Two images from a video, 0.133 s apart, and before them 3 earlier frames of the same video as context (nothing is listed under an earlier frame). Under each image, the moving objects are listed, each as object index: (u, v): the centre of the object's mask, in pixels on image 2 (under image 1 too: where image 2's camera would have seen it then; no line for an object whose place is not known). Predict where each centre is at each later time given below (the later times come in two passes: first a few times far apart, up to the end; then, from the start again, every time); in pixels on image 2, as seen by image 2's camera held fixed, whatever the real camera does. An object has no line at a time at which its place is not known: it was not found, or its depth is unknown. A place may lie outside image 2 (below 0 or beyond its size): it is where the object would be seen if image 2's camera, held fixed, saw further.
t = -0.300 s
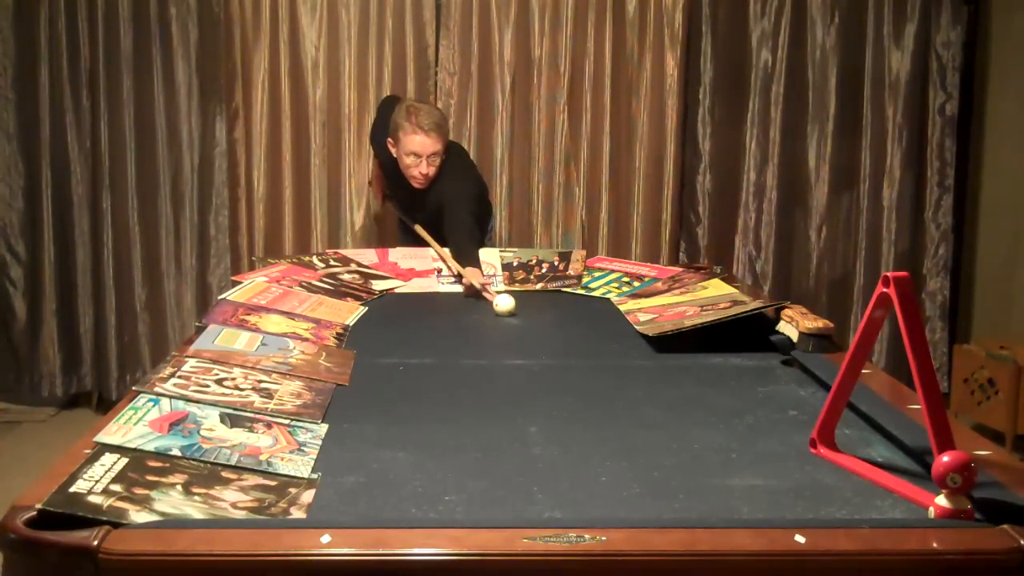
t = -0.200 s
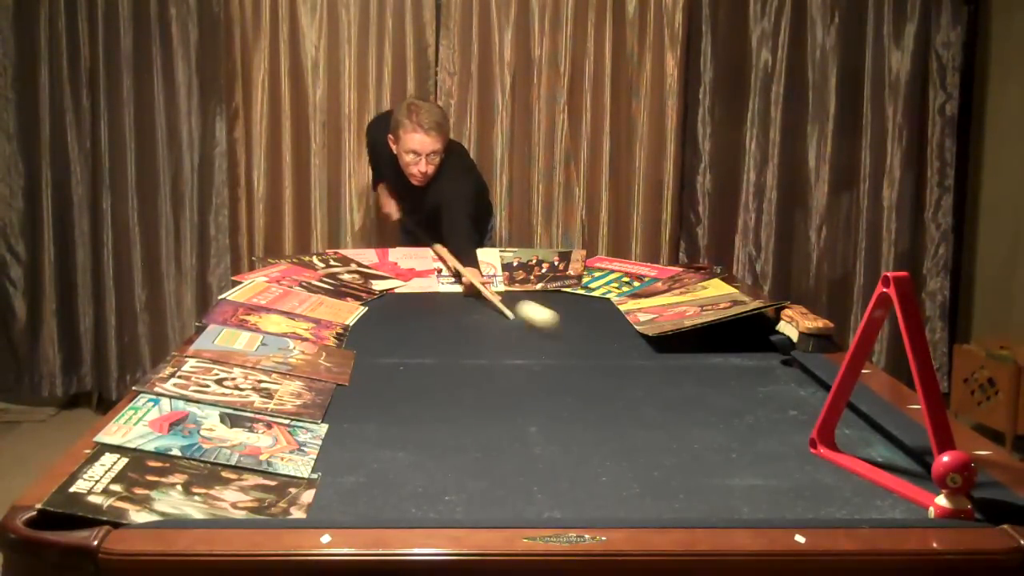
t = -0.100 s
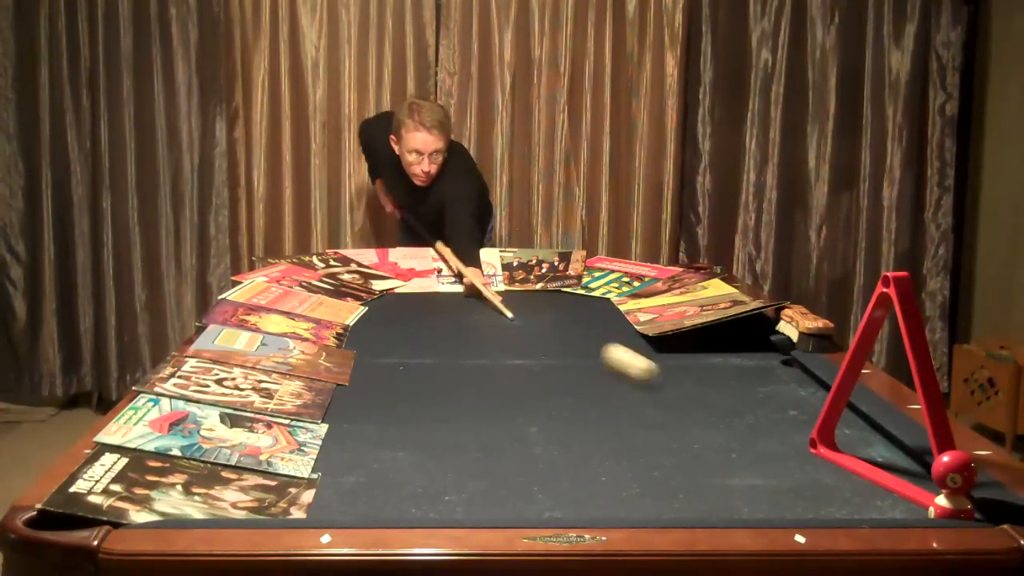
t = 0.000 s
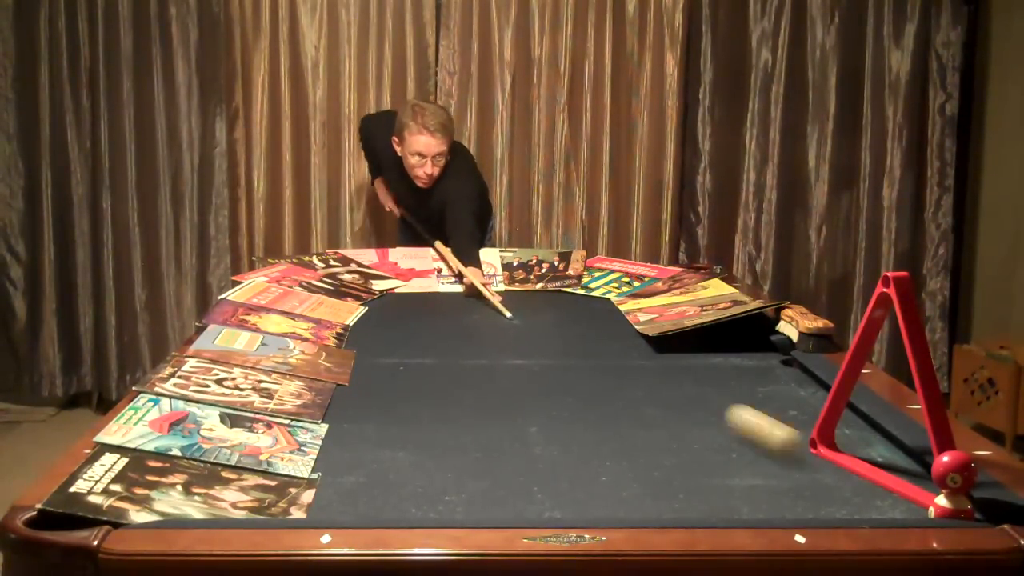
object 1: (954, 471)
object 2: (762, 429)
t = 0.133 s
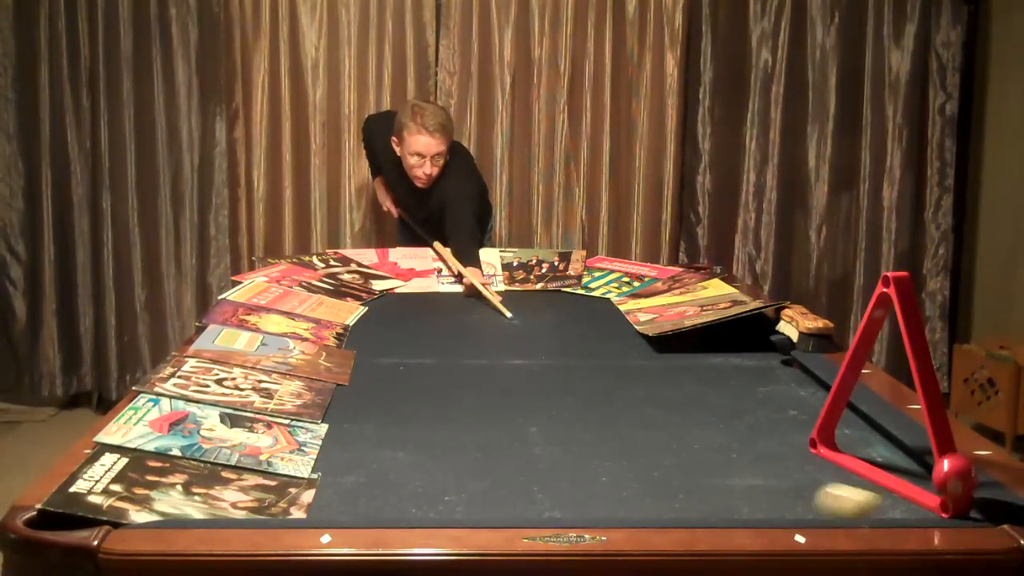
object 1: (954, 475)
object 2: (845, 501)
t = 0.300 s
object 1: (955, 501)
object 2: (696, 462)
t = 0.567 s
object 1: (954, 507)
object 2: (518, 408)
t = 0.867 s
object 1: (954, 507)
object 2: (370, 364)
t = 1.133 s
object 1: (953, 507)
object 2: (296, 320)
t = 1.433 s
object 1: (954, 507)
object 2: (281, 288)
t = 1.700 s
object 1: (954, 507)
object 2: (310, 272)
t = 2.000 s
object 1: (954, 507)
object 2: (379, 255)
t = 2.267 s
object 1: (954, 507)
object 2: (449, 244)
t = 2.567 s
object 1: (954, 507)
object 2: (529, 251)
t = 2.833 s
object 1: (954, 507)
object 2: (601, 267)
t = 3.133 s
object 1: (954, 507)
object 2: (675, 285)
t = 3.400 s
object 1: (954, 507)
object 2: (712, 297)
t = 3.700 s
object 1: (954, 507)
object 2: (708, 310)
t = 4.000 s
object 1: (955, 507)
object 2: (633, 345)
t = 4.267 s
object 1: (955, 507)
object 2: (532, 359)
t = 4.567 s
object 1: (954, 507)
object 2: (408, 375)
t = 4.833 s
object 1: (955, 507)
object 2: (302, 385)
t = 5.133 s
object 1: (954, 507)
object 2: (243, 389)
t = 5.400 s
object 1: (954, 507)
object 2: (248, 409)
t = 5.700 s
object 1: (954, 507)
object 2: (330, 436)
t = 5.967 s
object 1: (954, 507)
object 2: (432, 452)
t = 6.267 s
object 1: (954, 507)
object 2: (554, 470)
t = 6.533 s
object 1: (954, 507)
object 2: (668, 487)
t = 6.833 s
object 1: (954, 507)
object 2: (801, 502)
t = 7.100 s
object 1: (954, 507)
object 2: (899, 507)
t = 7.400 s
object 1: (988, 509)
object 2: (914, 502)
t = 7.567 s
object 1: (1006, 515)
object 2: (917, 500)
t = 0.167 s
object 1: (953, 492)
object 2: (811, 493)
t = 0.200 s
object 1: (954, 503)
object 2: (778, 484)
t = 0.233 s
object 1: (954, 500)
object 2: (748, 477)
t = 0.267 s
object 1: (954, 499)
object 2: (720, 469)
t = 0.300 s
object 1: (955, 501)
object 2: (696, 462)
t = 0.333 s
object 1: (955, 505)
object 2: (669, 453)
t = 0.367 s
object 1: (955, 504)
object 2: (645, 445)
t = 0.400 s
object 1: (955, 505)
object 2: (622, 438)
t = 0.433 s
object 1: (955, 506)
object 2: (599, 432)
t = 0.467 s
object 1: (954, 507)
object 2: (578, 425)
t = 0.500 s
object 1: (954, 507)
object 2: (556, 419)
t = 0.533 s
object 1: (954, 507)
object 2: (537, 413)
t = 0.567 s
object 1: (954, 507)
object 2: (518, 408)
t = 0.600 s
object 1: (954, 507)
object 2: (498, 402)
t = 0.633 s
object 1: (954, 507)
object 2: (481, 397)
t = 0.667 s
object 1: (954, 507)
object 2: (464, 391)
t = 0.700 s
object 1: (954, 507)
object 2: (447, 386)
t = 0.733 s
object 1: (954, 507)
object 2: (430, 381)
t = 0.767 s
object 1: (954, 507)
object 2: (414, 377)
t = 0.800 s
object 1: (954, 507)
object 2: (400, 373)
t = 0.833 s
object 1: (954, 507)
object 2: (385, 367)
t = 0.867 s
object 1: (954, 507)
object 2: (370, 364)
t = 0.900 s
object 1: (954, 507)
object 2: (357, 359)
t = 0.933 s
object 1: (954, 507)
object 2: (345, 351)
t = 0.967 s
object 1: (954, 507)
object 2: (336, 345)
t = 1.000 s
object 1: (954, 507)
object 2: (326, 340)
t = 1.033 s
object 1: (954, 507)
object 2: (318, 335)
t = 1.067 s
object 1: (954, 507)
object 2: (310, 331)
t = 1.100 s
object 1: (953, 507)
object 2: (302, 326)
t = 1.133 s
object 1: (953, 507)
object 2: (296, 320)
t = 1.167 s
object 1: (954, 507)
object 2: (292, 316)
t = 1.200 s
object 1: (954, 507)
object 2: (288, 313)
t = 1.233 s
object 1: (954, 507)
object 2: (284, 308)
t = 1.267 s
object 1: (953, 507)
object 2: (282, 304)
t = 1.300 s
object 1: (954, 507)
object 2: (280, 299)
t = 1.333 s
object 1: (954, 507)
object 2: (280, 296)
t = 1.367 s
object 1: (954, 507)
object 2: (279, 293)
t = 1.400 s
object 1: (954, 507)
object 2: (279, 291)
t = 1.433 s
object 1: (954, 507)
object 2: (281, 288)
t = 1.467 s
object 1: (954, 507)
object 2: (282, 286)
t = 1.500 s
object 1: (953, 507)
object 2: (284, 284)
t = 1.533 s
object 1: (954, 507)
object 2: (287, 281)
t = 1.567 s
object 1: (954, 507)
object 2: (290, 278)
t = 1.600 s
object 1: (954, 507)
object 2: (294, 277)
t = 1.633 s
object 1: (954, 507)
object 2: (299, 276)
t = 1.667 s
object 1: (954, 507)
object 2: (304, 273)
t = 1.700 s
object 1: (954, 507)
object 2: (310, 272)
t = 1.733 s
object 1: (954, 507)
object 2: (316, 270)
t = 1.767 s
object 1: (954, 507)
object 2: (322, 268)
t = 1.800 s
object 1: (954, 507)
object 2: (329, 266)
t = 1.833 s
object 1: (954, 507)
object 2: (337, 265)
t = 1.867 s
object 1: (954, 507)
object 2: (346, 264)
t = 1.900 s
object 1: (954, 507)
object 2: (352, 262)
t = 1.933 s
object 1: (954, 507)
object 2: (362, 259)
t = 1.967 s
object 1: (954, 507)
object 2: (370, 258)
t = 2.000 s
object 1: (954, 507)
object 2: (379, 255)
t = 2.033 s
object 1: (954, 507)
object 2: (388, 253)
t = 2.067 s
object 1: (954, 507)
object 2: (397, 250)
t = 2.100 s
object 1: (954, 507)
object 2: (407, 248)
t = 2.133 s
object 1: (954, 507)
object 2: (416, 246)
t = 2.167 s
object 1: (954, 507)
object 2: (424, 245)
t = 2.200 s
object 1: (954, 507)
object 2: (433, 245)
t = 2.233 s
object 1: (954, 507)
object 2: (441, 245)
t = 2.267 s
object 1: (954, 507)
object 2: (449, 244)
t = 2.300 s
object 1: (954, 507)
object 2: (459, 243)
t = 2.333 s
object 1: (954, 507)
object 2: (467, 244)
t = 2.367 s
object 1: (954, 507)
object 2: (476, 243)
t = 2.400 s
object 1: (954, 507)
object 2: (485, 244)
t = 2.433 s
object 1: (954, 507)
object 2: (494, 245)
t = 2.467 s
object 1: (954, 507)
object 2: (502, 245)
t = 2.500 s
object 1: (954, 507)
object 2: (511, 247)
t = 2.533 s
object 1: (954, 507)
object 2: (520, 249)
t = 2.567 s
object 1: (954, 507)
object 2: (529, 251)
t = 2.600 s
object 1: (954, 507)
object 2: (538, 252)
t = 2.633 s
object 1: (954, 507)
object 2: (548, 255)
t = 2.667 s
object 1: (954, 507)
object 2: (556, 257)
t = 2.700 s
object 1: (954, 507)
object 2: (565, 258)
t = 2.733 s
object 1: (954, 507)
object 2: (575, 260)
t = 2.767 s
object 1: (954, 507)
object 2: (583, 261)
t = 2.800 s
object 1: (954, 507)
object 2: (594, 265)
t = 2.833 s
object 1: (954, 507)
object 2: (601, 267)
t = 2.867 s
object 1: (954, 507)
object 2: (611, 269)
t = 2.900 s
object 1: (954, 507)
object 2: (619, 271)
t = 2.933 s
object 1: (954, 507)
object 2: (627, 273)
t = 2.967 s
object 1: (954, 507)
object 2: (636, 276)
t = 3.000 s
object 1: (954, 507)
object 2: (644, 278)
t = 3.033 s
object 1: (954, 507)
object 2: (653, 280)
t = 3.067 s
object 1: (954, 507)
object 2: (661, 282)
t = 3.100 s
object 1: (954, 507)
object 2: (668, 284)
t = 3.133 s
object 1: (954, 507)
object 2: (675, 285)
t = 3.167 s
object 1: (954, 507)
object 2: (681, 286)
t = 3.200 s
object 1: (955, 507)
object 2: (687, 287)
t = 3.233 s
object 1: (954, 507)
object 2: (692, 288)
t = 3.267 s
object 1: (955, 507)
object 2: (697, 290)
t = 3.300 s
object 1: (954, 507)
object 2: (702, 293)
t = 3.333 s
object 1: (955, 507)
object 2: (705, 293)
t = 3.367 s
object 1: (954, 507)
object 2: (708, 295)
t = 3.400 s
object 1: (954, 507)
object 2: (712, 297)
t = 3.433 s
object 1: (954, 507)
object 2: (714, 299)
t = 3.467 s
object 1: (955, 507)
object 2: (717, 300)
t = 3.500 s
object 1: (954, 507)
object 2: (718, 302)
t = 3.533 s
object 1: (955, 507)
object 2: (719, 304)
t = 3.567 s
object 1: (955, 507)
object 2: (719, 305)
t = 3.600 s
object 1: (954, 507)
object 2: (717, 305)
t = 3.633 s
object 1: (954, 507)
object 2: (715, 307)
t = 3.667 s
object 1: (955, 507)
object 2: (712, 308)
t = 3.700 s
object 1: (954, 507)
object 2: (708, 310)
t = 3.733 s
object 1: (955, 507)
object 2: (703, 312)
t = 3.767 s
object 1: (955, 507)
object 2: (697, 314)
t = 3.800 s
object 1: (954, 507)
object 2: (691, 318)
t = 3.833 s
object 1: (955, 507)
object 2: (684, 324)
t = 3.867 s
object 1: (955, 507)
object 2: (676, 331)
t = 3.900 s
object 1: (954, 507)
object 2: (666, 334)
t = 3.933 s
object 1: (955, 507)
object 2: (654, 338)
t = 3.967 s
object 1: (954, 507)
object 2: (644, 342)
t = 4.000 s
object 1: (955, 507)
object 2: (633, 345)
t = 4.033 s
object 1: (954, 507)
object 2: (621, 346)
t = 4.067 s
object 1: (954, 507)
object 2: (608, 348)
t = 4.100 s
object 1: (955, 507)
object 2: (596, 350)
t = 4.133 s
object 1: (954, 507)
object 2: (583, 351)
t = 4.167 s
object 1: (954, 507)
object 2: (571, 353)
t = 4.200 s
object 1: (954, 507)
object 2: (558, 355)
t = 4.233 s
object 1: (954, 507)
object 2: (545, 357)
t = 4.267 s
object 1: (955, 507)
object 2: (532, 359)
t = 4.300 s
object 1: (954, 507)
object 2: (519, 361)
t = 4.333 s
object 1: (955, 507)
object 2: (505, 363)
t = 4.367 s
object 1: (954, 507)
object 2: (492, 364)
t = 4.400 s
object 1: (954, 507)
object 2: (479, 366)
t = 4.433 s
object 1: (954, 507)
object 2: (465, 367)
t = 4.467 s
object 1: (954, 507)
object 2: (450, 369)
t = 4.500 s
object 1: (954, 507)
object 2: (436, 372)
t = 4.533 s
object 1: (954, 507)
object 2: (422, 374)
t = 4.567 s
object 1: (954, 507)
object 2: (408, 375)
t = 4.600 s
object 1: (954, 507)
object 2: (393, 377)
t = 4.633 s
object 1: (954, 507)
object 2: (379, 379)
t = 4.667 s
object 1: (954, 507)
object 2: (364, 381)
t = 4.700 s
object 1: (954, 507)
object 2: (349, 384)
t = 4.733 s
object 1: (955, 507)
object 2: (335, 384)
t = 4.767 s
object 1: (954, 507)
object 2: (323, 380)
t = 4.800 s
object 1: (955, 507)
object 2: (313, 379)
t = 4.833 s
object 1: (955, 507)
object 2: (302, 385)
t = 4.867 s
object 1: (954, 507)
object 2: (293, 382)
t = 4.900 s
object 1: (955, 507)
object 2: (285, 383)
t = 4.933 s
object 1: (954, 507)
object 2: (275, 384)
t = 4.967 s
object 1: (955, 507)
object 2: (268, 384)
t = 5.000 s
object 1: (954, 507)
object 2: (262, 385)
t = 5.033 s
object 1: (954, 507)
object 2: (256, 386)
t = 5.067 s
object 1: (954, 507)
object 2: (250, 387)
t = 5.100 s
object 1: (954, 507)
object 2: (246, 388)
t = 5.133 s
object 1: (954, 507)
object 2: (243, 389)
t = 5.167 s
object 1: (954, 507)
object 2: (241, 390)
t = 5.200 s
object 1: (954, 507)
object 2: (239, 392)
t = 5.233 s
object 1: (954, 507)
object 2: (238, 395)
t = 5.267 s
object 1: (954, 507)
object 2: (238, 400)
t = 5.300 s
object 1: (954, 507)
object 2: (239, 401)
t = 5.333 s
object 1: (954, 507)
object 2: (241, 403)
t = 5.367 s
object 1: (954, 507)
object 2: (244, 405)
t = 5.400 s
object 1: (954, 507)
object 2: (248, 409)
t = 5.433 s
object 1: (954, 507)
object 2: (253, 410)
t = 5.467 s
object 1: (954, 507)
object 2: (258, 415)
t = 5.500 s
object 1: (954, 507)
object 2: (265, 417)
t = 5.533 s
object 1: (954, 507)
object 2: (273, 420)
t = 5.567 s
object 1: (955, 507)
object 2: (282, 424)
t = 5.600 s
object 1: (954, 507)
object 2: (292, 427)
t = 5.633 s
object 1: (954, 507)
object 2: (304, 430)
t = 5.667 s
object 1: (954, 507)
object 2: (315, 433)
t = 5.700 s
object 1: (954, 507)
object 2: (330, 436)
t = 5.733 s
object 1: (954, 507)
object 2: (342, 439)
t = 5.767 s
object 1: (954, 507)
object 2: (353, 442)
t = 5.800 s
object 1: (954, 507)
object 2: (366, 443)
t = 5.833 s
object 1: (954, 507)
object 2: (379, 445)
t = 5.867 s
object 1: (954, 507)
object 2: (392, 446)
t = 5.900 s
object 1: (954, 507)
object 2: (405, 448)
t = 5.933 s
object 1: (954, 507)
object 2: (419, 450)
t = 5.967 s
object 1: (954, 507)
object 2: (432, 452)
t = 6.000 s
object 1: (954, 507)
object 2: (445, 454)
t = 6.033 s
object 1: (954, 507)
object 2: (459, 456)
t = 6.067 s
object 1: (954, 507)
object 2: (472, 458)
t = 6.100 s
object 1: (954, 507)
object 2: (485, 460)
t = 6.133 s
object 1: (954, 507)
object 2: (499, 462)
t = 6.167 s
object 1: (954, 507)
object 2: (513, 464)
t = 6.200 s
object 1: (954, 507)
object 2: (526, 466)
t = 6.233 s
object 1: (954, 507)
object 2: (540, 468)
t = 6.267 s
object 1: (954, 507)
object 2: (554, 470)
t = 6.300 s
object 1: (954, 507)
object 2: (568, 472)
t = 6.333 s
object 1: (954, 507)
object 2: (582, 474)
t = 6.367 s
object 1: (954, 507)
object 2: (596, 476)
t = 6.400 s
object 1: (954, 507)
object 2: (610, 478)
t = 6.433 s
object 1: (954, 507)
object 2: (625, 480)
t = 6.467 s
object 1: (954, 507)
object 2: (639, 482)
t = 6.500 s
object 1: (954, 507)
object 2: (653, 484)
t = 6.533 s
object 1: (954, 507)
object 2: (668, 487)
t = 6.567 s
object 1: (954, 507)
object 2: (682, 488)
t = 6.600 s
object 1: (954, 507)
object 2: (696, 490)
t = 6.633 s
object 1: (954, 507)
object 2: (711, 493)
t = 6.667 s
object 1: (954, 507)
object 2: (726, 494)
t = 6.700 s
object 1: (954, 507)
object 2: (741, 496)
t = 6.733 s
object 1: (954, 507)
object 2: (756, 497)
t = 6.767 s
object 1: (954, 507)
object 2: (771, 499)
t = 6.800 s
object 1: (954, 507)
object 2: (786, 500)
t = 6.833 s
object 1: (954, 507)
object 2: (801, 502)
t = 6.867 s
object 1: (954, 507)
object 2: (816, 503)
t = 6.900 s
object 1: (954, 507)
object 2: (830, 505)
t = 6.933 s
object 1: (954, 507)
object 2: (847, 506)
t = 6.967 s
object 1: (954, 507)
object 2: (861, 507)
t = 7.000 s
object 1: (954, 507)
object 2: (877, 508)
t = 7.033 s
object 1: (954, 507)
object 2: (888, 508)
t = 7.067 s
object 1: (954, 507)
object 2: (893, 508)
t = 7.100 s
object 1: (954, 507)
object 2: (899, 507)
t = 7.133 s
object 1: (954, 507)
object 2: (905, 507)
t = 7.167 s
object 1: (957, 507)
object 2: (907, 506)
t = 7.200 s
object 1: (961, 507)
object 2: (908, 506)
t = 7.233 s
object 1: (966, 508)
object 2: (909, 505)
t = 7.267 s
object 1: (967, 508)
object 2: (909, 504)
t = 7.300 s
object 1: (976, 509)
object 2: (911, 504)
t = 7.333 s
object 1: (980, 509)
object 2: (912, 503)
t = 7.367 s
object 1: (984, 509)
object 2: (912, 503)
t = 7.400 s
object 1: (988, 509)
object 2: (914, 502)
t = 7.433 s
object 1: (992, 510)
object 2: (914, 502)
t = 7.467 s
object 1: (996, 510)
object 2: (915, 501)
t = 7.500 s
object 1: (1001, 511)
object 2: (915, 501)
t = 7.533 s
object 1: (1003, 513)
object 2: (916, 500)
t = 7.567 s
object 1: (1006, 515)
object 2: (917, 500)
